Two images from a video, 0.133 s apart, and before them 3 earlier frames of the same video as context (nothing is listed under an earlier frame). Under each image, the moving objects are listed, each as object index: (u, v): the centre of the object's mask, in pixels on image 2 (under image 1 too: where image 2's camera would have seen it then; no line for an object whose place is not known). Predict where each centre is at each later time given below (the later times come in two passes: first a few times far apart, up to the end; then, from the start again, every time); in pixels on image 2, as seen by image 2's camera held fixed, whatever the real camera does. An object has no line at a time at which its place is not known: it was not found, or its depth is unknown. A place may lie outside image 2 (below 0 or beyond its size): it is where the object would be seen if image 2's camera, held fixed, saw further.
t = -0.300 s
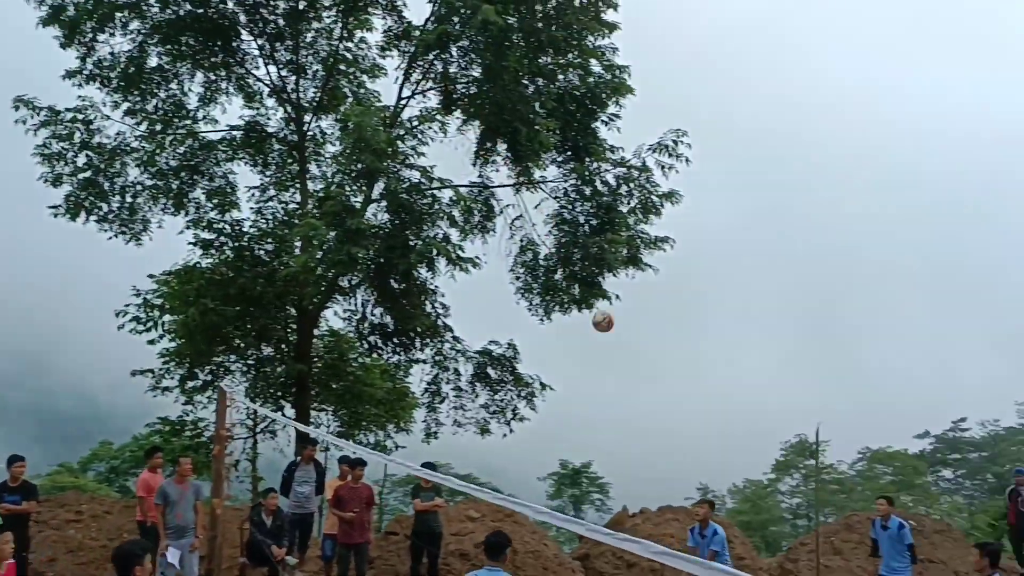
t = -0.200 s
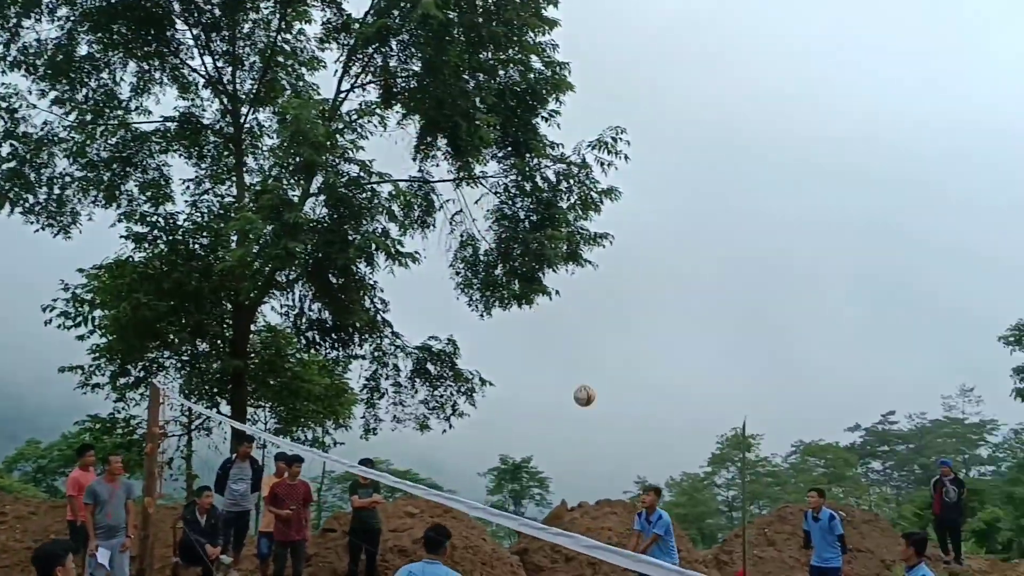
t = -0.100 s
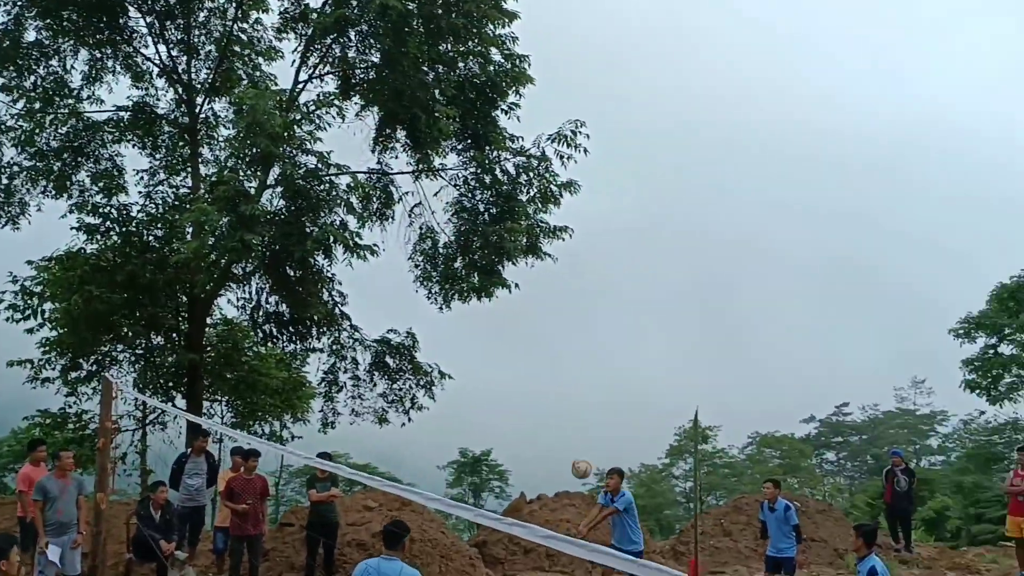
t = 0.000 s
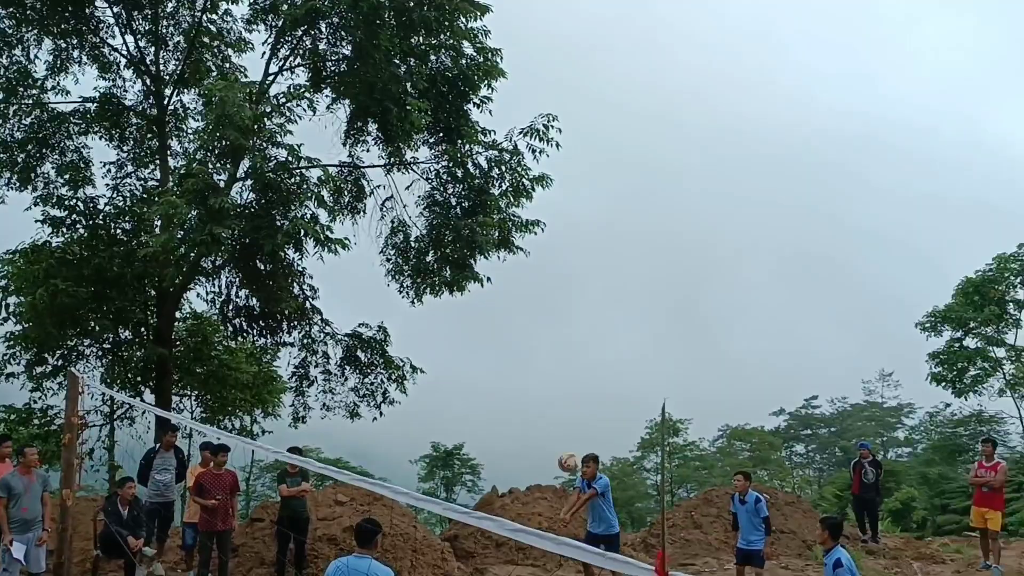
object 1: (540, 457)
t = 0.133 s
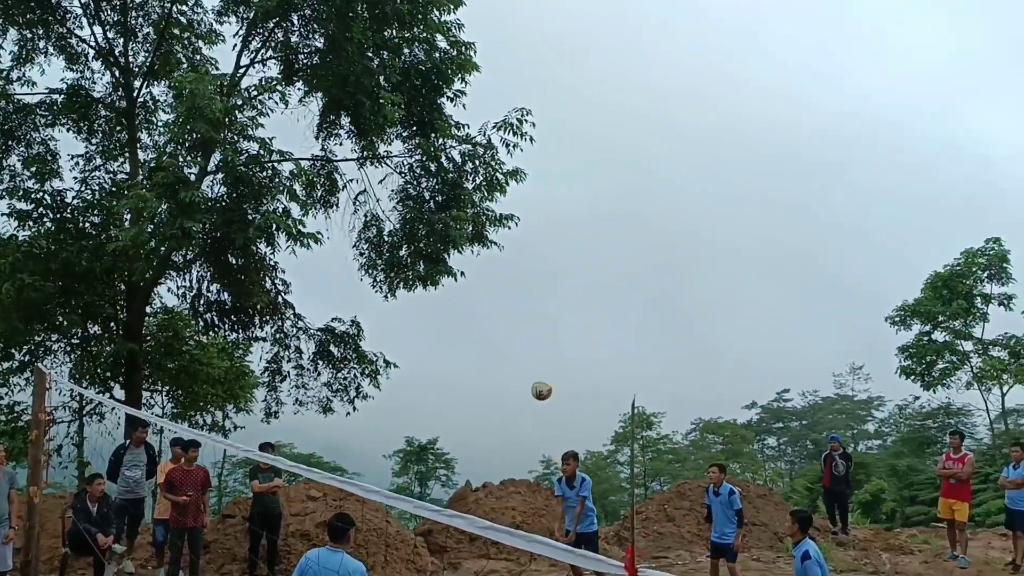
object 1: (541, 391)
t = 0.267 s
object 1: (542, 339)
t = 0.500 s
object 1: (540, 288)
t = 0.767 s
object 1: (535, 296)
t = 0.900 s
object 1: (530, 332)
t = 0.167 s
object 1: (542, 377)
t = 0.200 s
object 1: (542, 363)
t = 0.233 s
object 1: (542, 350)
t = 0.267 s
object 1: (542, 339)
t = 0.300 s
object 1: (542, 329)
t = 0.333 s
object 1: (542, 319)
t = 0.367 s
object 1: (542, 311)
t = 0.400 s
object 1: (541, 304)
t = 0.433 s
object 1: (541, 297)
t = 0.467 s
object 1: (541, 292)
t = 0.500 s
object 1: (540, 288)
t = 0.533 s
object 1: (540, 285)
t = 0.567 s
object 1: (539, 282)
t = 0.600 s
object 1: (539, 282)
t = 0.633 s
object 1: (538, 282)
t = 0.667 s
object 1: (537, 283)
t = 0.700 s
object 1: (536, 286)
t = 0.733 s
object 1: (536, 290)
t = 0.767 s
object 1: (535, 296)
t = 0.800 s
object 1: (534, 303)
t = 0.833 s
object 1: (533, 311)
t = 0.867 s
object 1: (532, 320)
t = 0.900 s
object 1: (530, 332)
